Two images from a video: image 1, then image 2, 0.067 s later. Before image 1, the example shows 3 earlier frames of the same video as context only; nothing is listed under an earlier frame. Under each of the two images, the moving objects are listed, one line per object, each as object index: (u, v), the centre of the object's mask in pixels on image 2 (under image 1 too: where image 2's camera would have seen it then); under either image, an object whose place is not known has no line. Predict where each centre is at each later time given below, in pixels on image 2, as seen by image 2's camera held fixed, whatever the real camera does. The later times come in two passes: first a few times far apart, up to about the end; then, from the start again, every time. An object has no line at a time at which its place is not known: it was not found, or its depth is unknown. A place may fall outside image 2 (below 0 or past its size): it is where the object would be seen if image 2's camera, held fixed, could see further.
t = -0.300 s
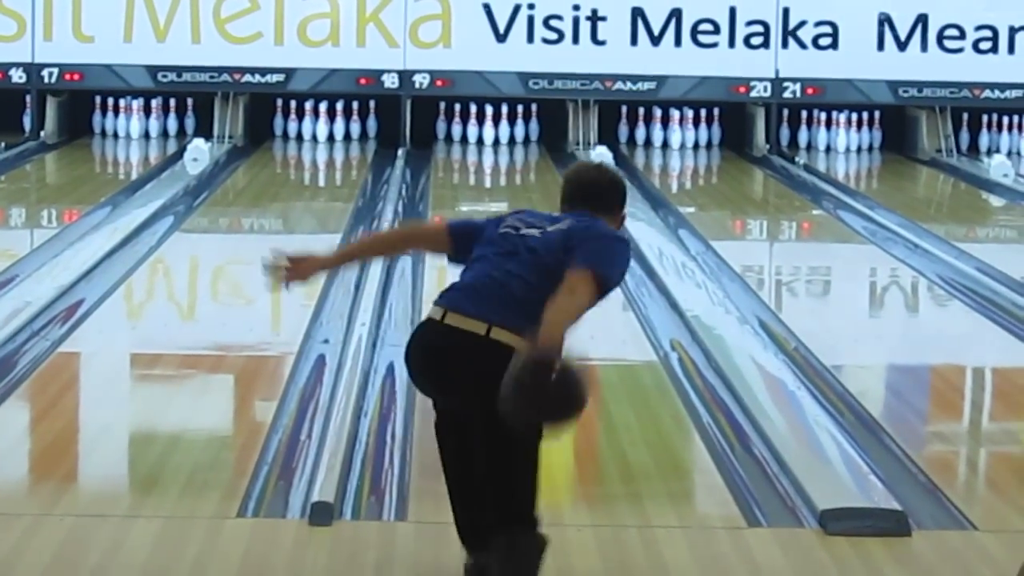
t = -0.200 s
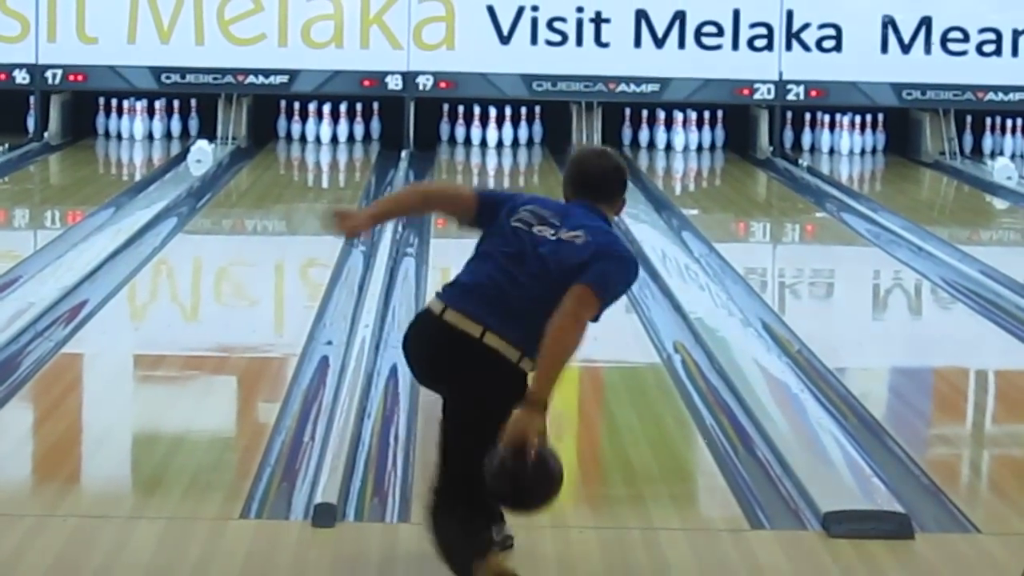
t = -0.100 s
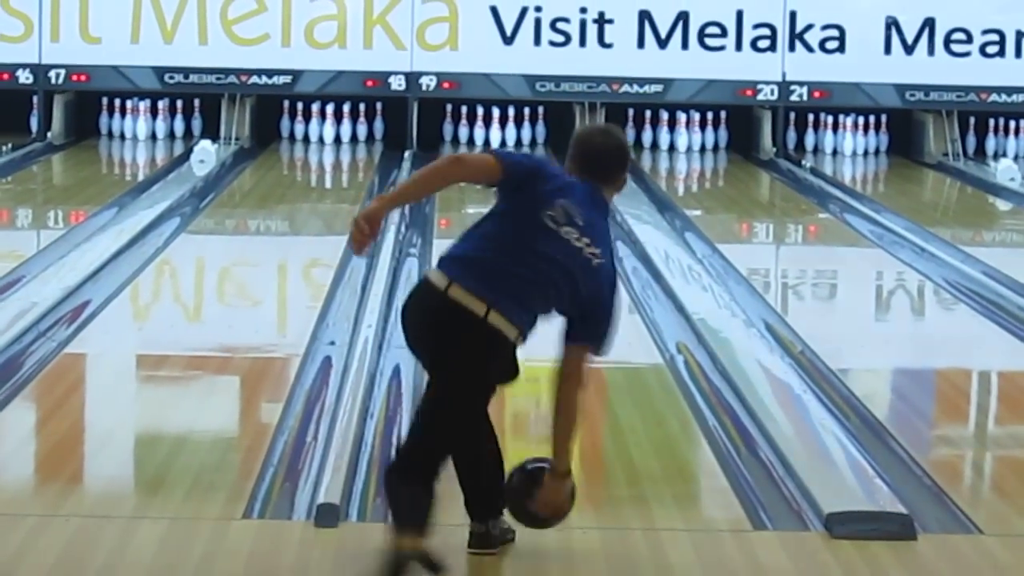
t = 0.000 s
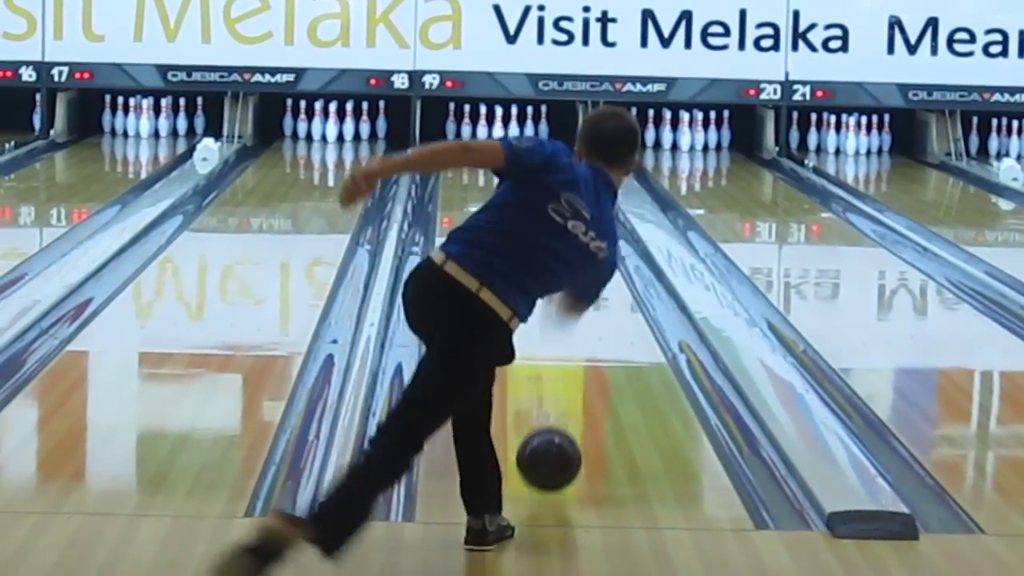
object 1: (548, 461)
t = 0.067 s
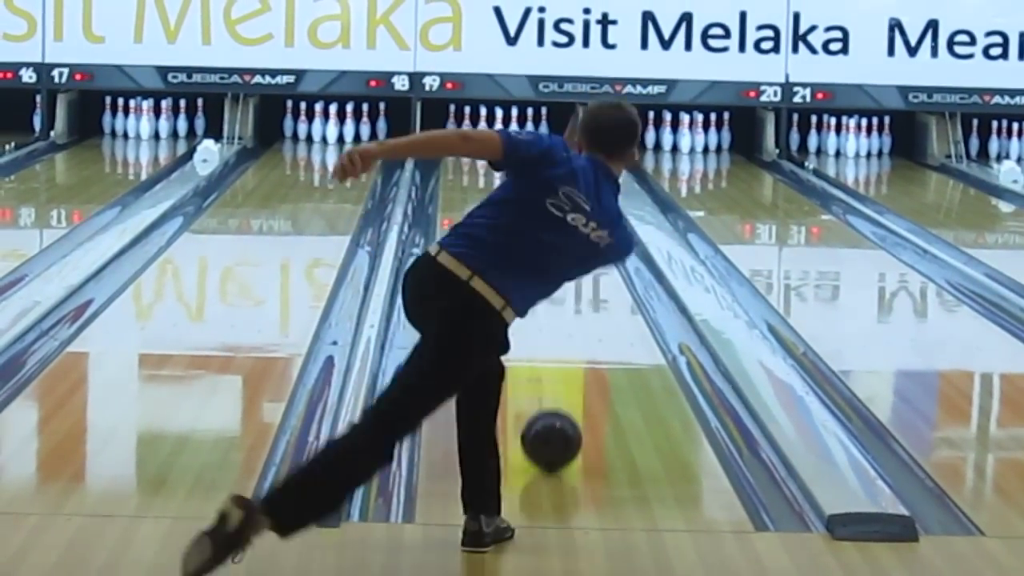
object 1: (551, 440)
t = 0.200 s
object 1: (555, 392)
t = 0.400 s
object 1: (560, 335)
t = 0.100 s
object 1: (552, 427)
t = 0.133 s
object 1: (553, 415)
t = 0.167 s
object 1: (554, 403)
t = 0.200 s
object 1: (555, 392)
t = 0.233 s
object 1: (556, 381)
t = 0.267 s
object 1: (557, 371)
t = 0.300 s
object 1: (558, 361)
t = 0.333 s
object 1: (558, 352)
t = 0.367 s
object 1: (559, 344)
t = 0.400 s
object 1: (560, 335)
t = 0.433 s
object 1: (560, 328)
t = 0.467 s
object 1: (561, 320)
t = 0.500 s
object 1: (562, 313)
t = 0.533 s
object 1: (562, 306)
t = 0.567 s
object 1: (563, 299)
